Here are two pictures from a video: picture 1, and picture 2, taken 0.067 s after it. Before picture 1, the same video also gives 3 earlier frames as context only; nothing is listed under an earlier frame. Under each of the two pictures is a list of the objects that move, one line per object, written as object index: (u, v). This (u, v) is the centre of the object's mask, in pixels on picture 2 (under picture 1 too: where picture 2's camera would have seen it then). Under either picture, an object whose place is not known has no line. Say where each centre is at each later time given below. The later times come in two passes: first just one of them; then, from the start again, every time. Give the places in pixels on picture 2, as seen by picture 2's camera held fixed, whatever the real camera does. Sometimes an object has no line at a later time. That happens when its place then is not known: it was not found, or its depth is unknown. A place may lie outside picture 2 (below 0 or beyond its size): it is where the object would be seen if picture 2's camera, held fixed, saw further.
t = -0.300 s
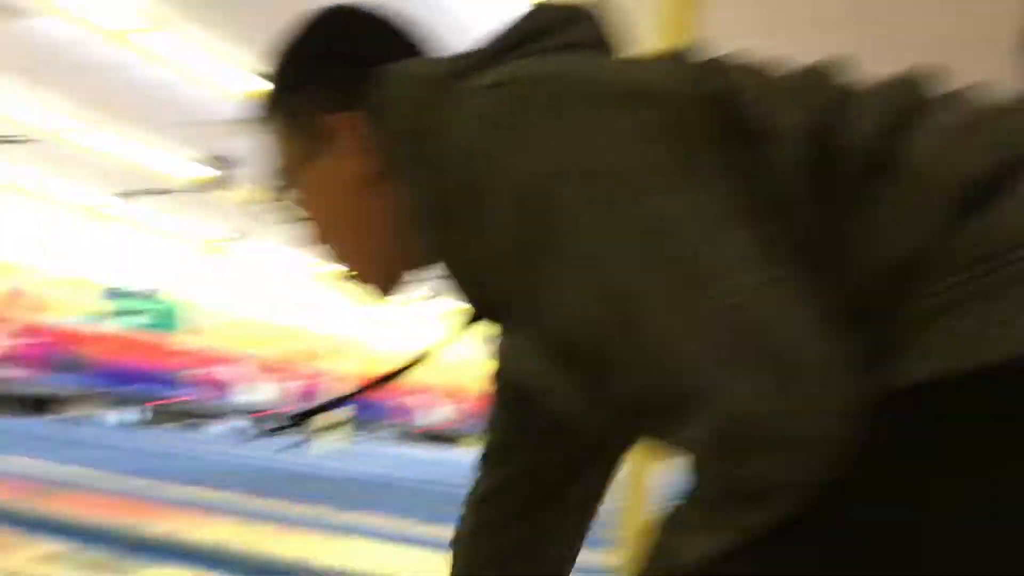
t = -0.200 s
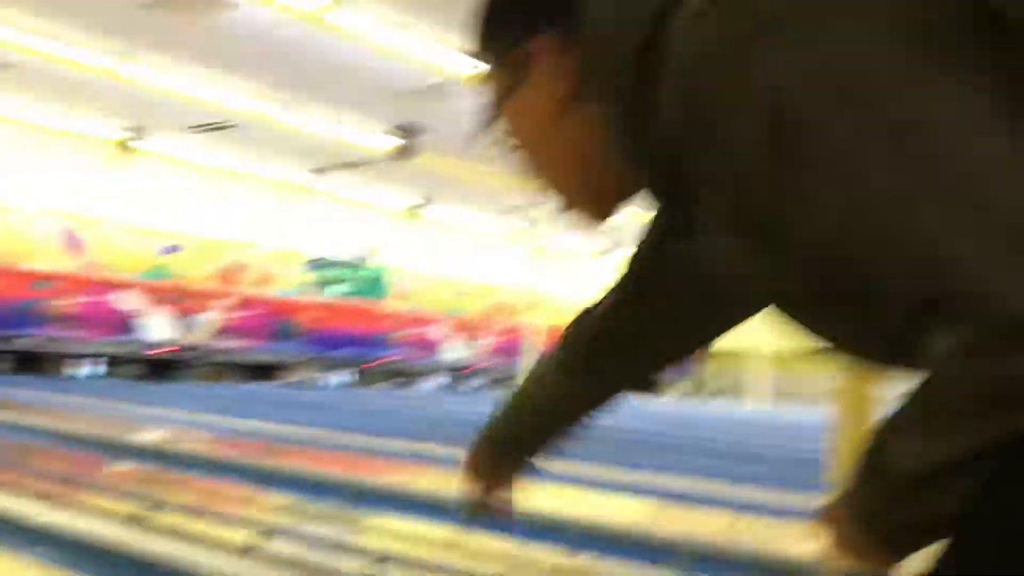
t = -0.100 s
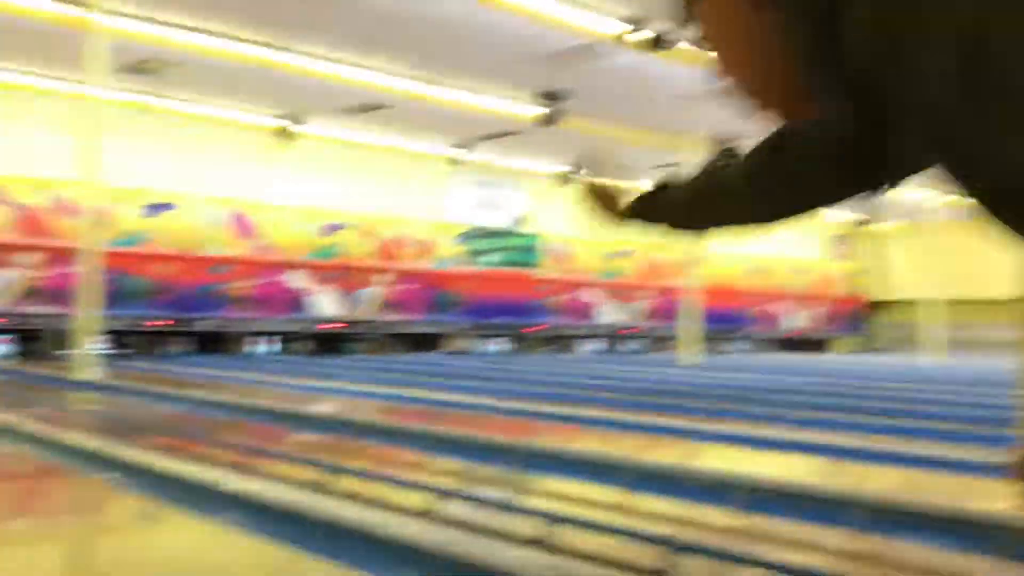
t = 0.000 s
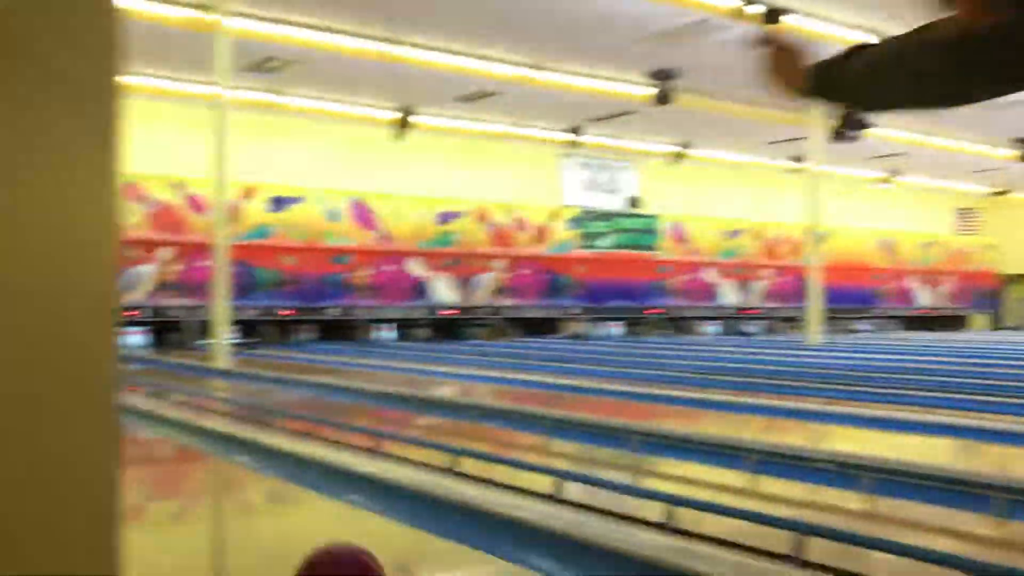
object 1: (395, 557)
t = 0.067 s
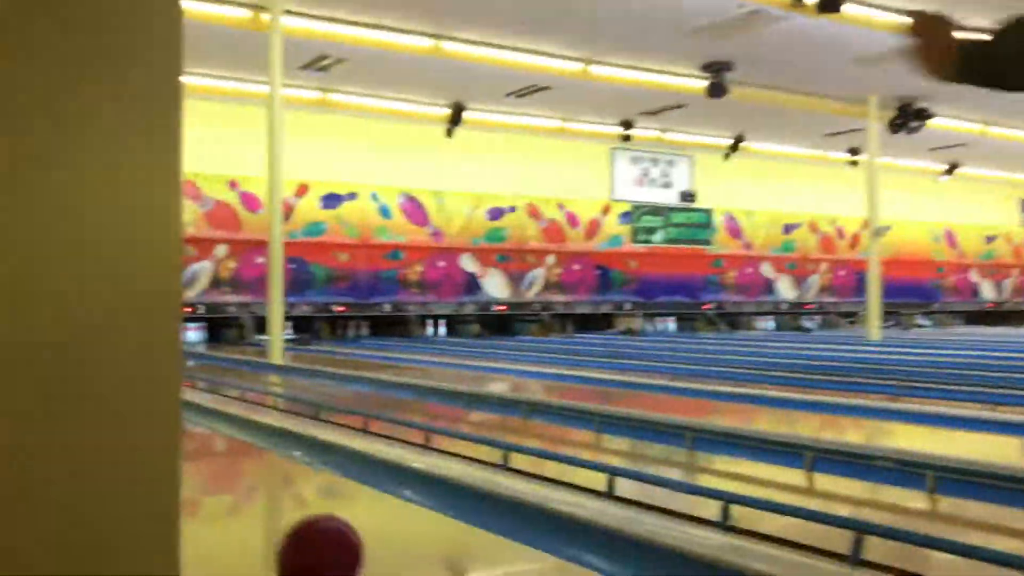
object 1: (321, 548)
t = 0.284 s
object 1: (173, 497)
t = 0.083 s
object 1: (304, 546)
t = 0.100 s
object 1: (289, 543)
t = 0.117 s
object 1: (274, 540)
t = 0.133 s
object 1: (260, 536)
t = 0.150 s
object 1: (248, 531)
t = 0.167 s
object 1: (235, 527)
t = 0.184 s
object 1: (223, 522)
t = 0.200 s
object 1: (212, 517)
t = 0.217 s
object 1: (202, 513)
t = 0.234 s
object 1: (195, 509)
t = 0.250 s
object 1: (187, 505)
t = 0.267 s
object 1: (180, 501)
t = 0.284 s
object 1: (173, 497)
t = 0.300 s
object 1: (165, 493)
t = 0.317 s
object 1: (158, 490)
